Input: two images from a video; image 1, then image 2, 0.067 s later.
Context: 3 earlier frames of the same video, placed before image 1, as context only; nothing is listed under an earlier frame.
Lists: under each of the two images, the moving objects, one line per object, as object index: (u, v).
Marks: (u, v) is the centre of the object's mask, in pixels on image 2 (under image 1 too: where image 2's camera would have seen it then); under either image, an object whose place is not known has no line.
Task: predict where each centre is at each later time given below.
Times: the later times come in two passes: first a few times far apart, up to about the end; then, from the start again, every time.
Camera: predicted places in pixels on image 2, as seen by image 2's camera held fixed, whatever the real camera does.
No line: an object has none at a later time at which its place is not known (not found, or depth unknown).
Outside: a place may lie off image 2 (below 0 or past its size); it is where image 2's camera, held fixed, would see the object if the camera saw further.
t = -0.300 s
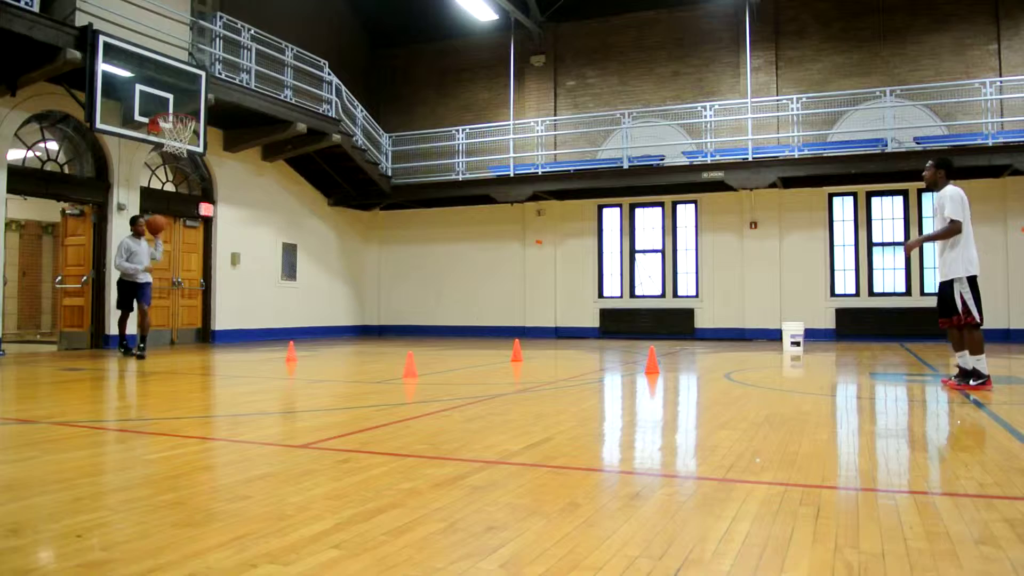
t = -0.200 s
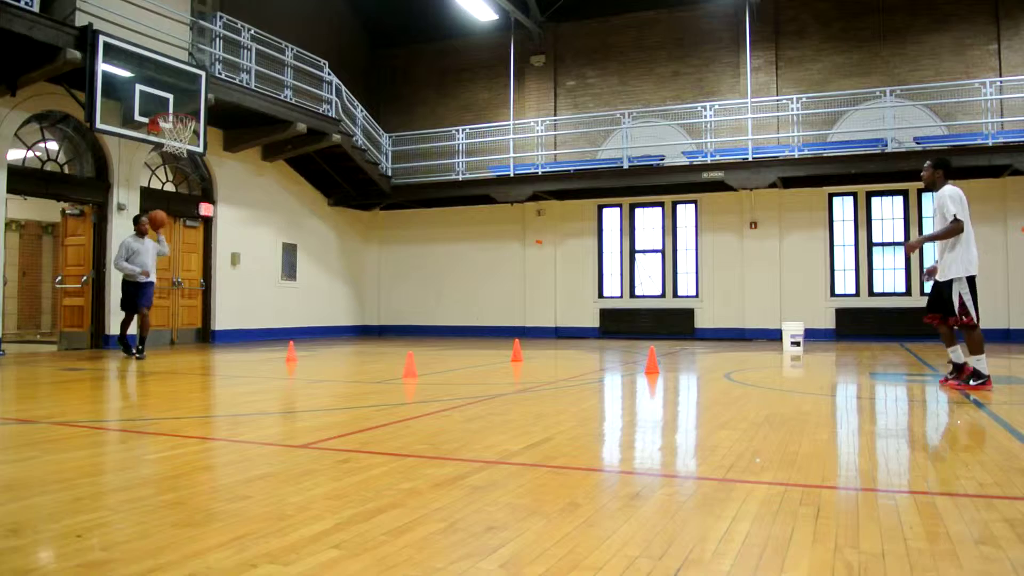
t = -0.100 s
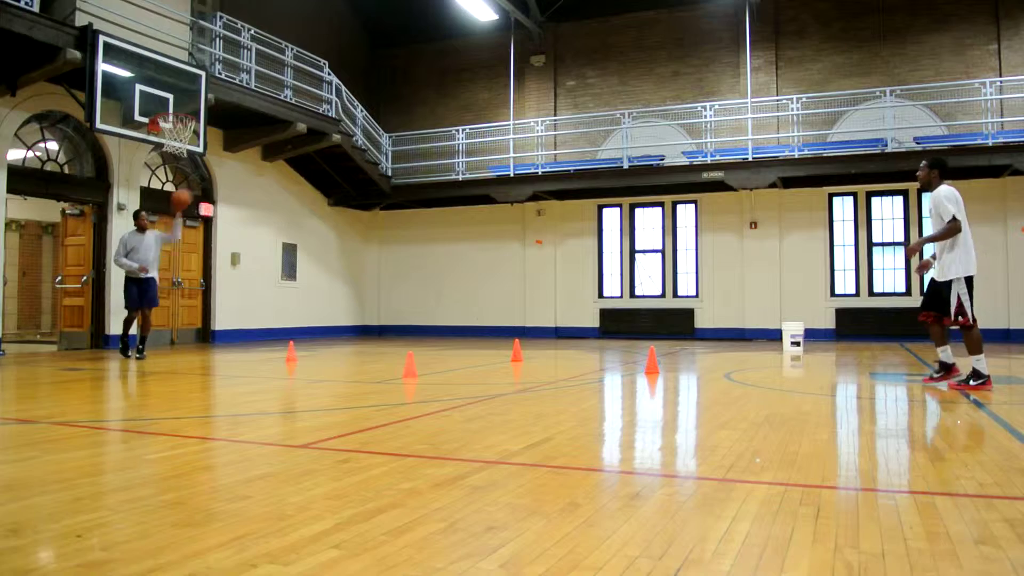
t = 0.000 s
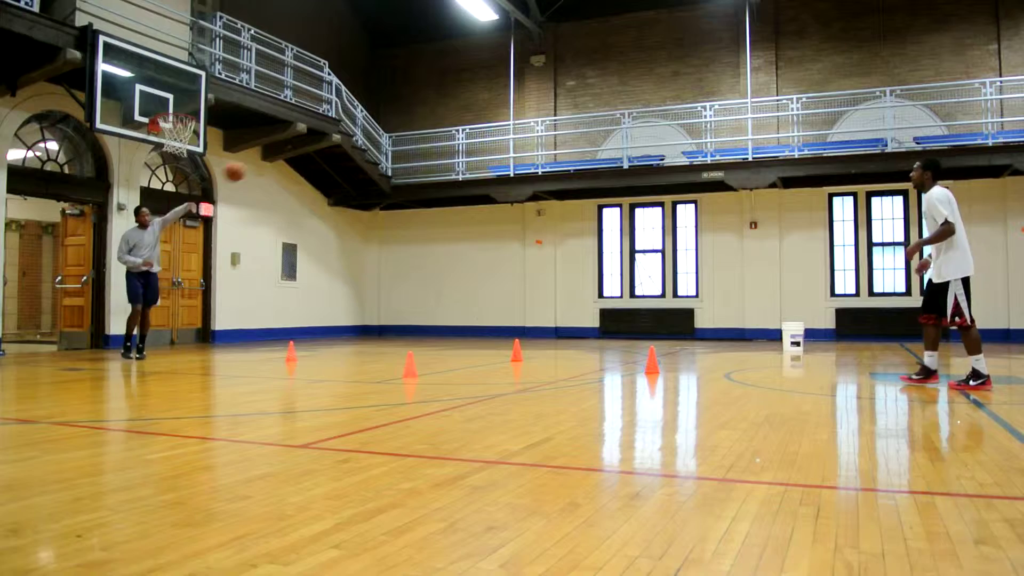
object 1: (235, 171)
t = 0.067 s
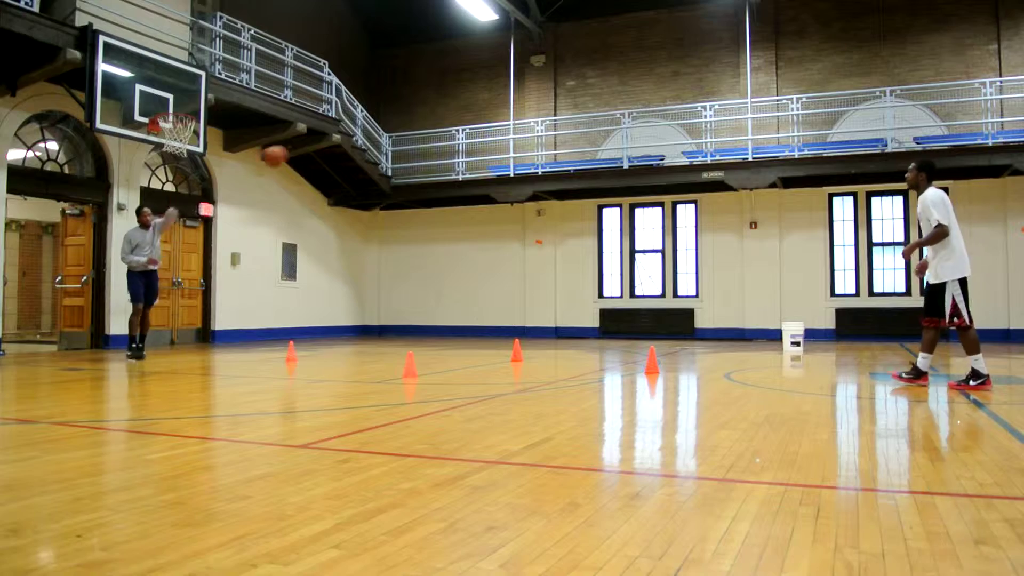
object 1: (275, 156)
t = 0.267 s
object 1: (411, 128)
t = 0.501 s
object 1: (610, 141)
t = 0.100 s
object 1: (295, 150)
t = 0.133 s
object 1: (318, 143)
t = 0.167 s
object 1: (339, 140)
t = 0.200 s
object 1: (362, 135)
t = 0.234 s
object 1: (387, 130)
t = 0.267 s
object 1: (411, 128)
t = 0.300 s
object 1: (436, 126)
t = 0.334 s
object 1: (463, 126)
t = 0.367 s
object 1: (491, 127)
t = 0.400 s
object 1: (519, 131)
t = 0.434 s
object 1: (549, 133)
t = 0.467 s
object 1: (580, 137)
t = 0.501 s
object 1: (610, 141)
